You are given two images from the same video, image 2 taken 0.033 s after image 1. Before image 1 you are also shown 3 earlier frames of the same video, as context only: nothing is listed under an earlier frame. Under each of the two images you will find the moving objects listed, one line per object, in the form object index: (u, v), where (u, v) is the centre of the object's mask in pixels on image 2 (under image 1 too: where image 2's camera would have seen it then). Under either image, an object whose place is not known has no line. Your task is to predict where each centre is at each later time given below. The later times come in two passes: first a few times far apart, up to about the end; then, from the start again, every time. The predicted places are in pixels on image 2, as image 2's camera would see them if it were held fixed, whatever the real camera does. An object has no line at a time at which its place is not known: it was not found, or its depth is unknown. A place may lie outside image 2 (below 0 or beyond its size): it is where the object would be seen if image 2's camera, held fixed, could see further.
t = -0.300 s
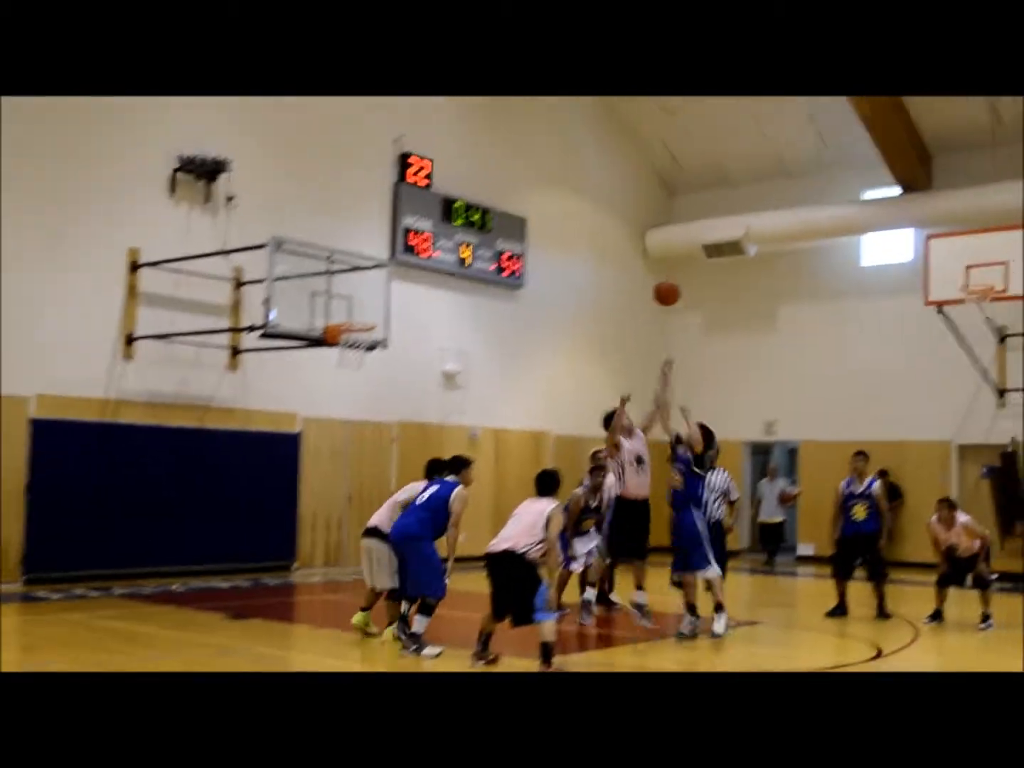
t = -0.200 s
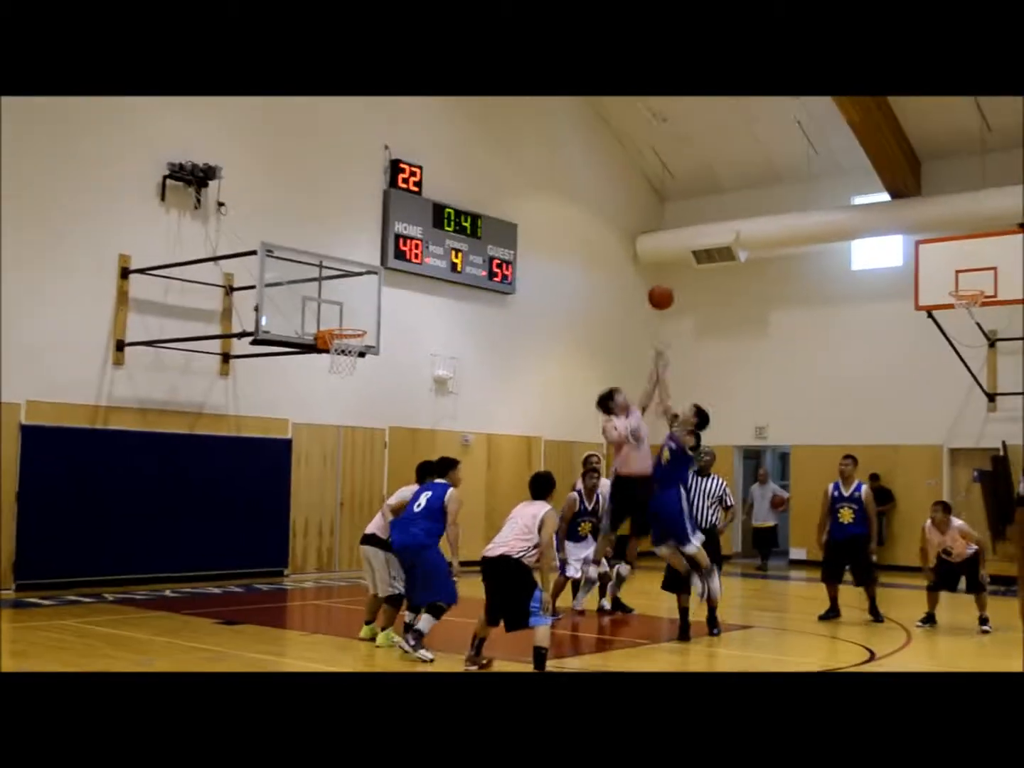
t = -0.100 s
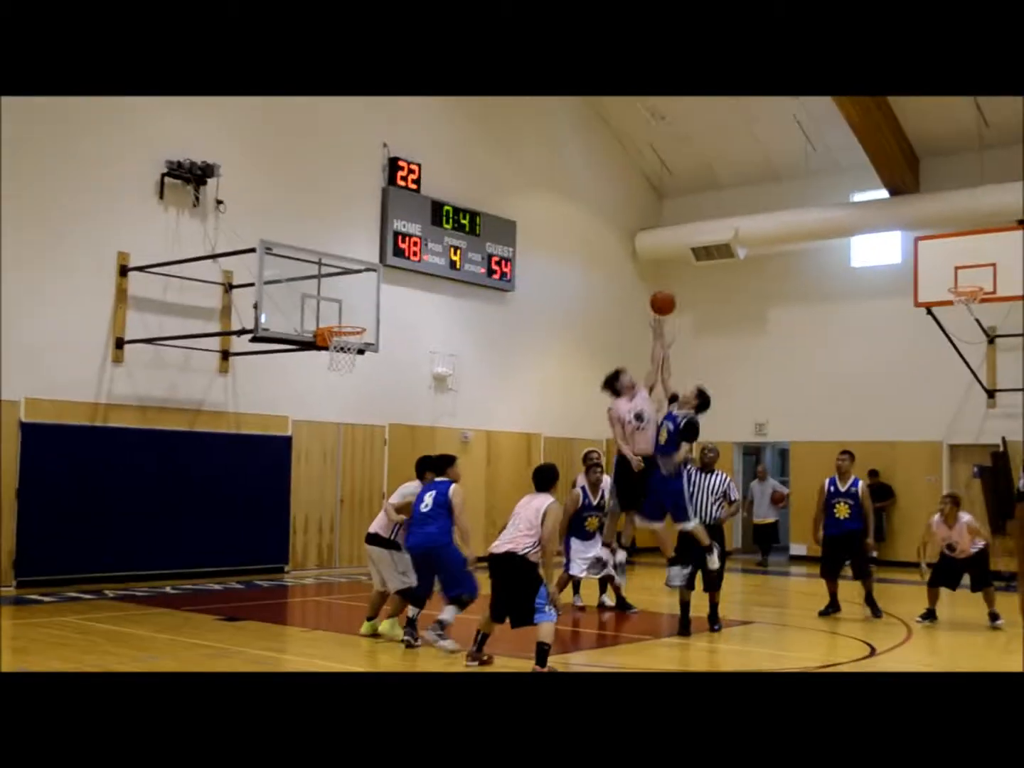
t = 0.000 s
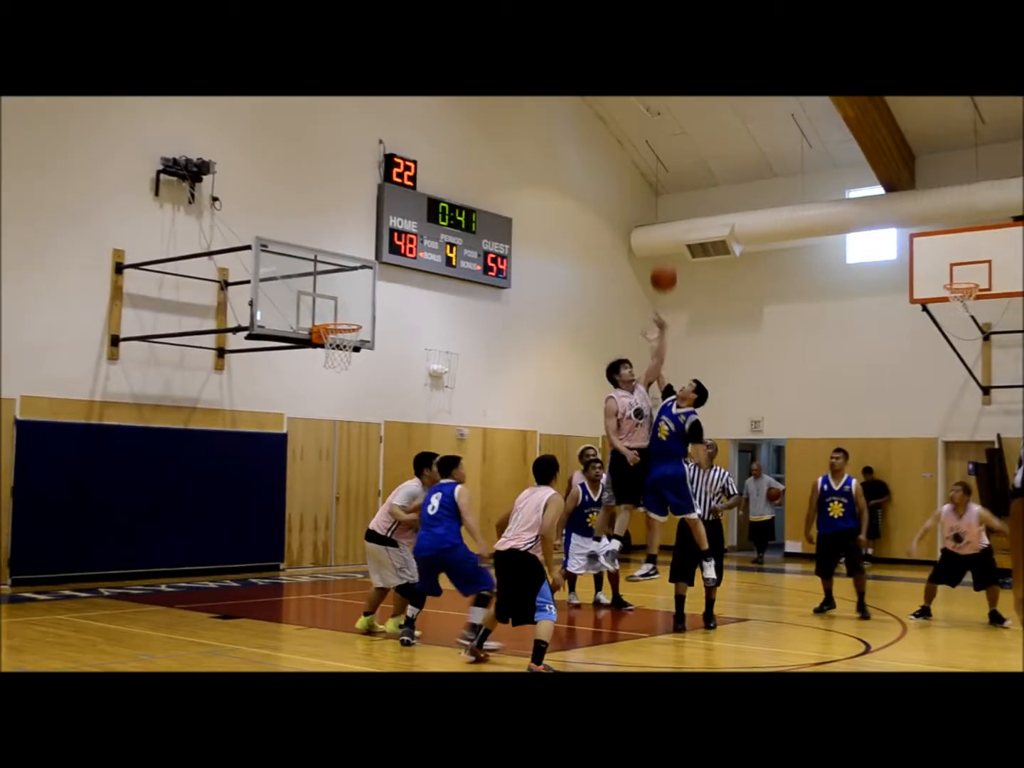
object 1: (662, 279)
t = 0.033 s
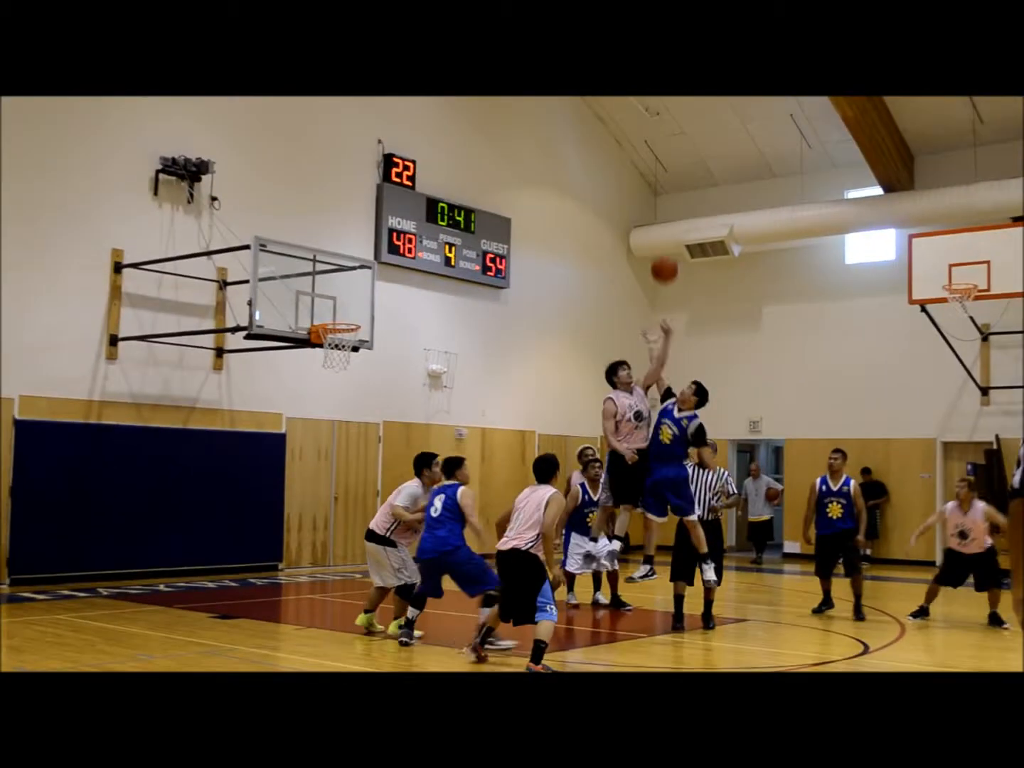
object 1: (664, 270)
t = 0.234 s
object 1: (678, 235)
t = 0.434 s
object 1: (695, 245)
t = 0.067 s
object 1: (666, 262)
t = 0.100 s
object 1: (669, 254)
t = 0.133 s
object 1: (670, 248)
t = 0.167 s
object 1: (673, 243)
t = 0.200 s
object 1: (676, 238)
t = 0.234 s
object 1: (678, 235)
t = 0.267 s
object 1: (681, 233)
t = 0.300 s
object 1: (684, 232)
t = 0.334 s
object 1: (686, 234)
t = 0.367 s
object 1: (689, 236)
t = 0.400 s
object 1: (691, 239)
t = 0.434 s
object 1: (695, 245)
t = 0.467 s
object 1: (698, 253)
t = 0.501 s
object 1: (701, 261)
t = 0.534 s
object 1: (704, 271)
